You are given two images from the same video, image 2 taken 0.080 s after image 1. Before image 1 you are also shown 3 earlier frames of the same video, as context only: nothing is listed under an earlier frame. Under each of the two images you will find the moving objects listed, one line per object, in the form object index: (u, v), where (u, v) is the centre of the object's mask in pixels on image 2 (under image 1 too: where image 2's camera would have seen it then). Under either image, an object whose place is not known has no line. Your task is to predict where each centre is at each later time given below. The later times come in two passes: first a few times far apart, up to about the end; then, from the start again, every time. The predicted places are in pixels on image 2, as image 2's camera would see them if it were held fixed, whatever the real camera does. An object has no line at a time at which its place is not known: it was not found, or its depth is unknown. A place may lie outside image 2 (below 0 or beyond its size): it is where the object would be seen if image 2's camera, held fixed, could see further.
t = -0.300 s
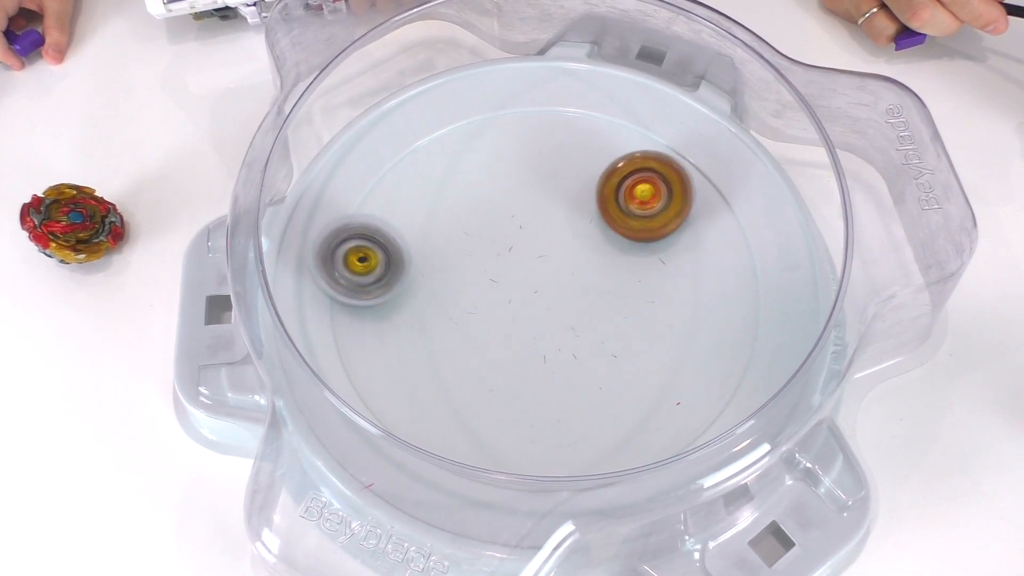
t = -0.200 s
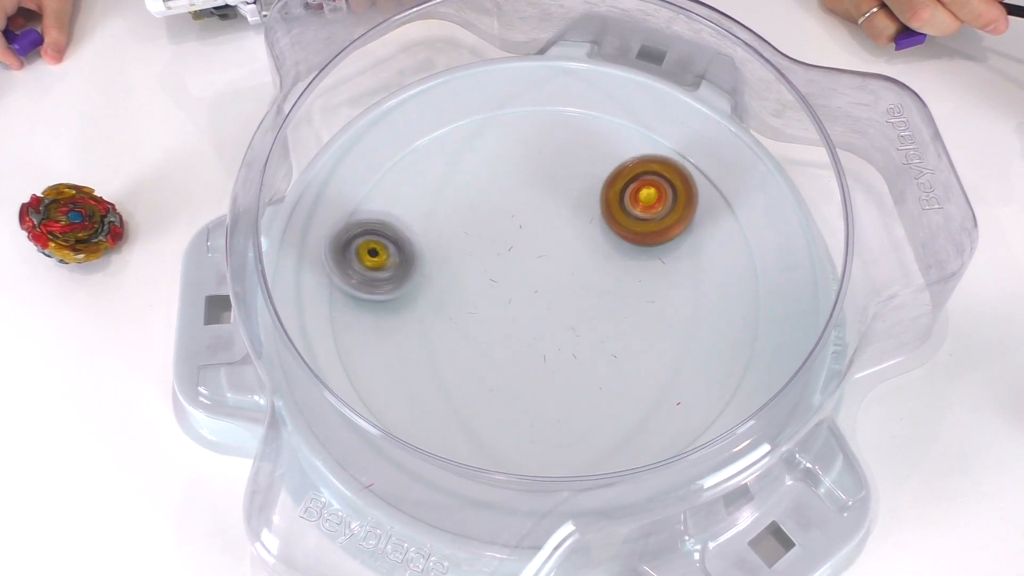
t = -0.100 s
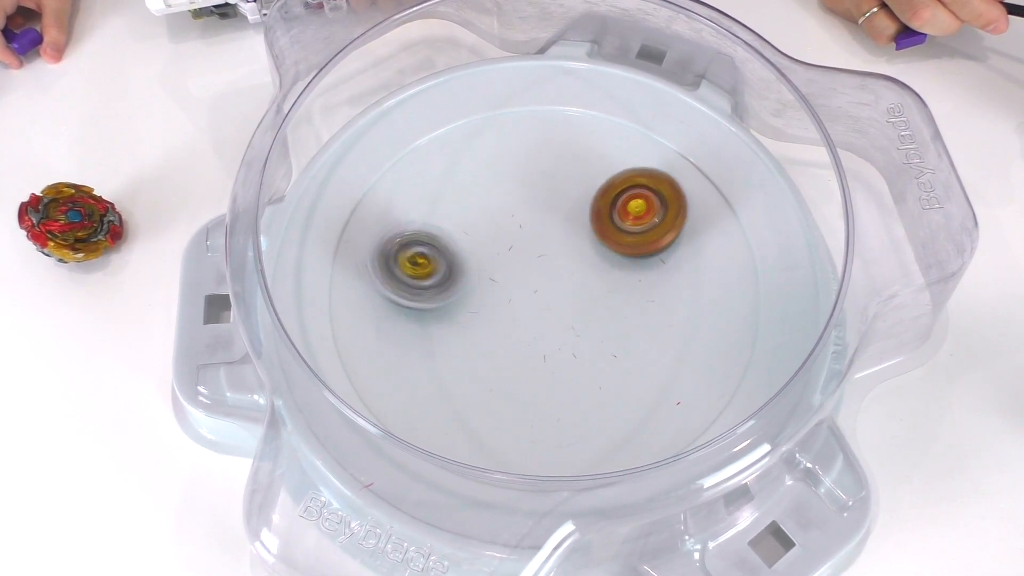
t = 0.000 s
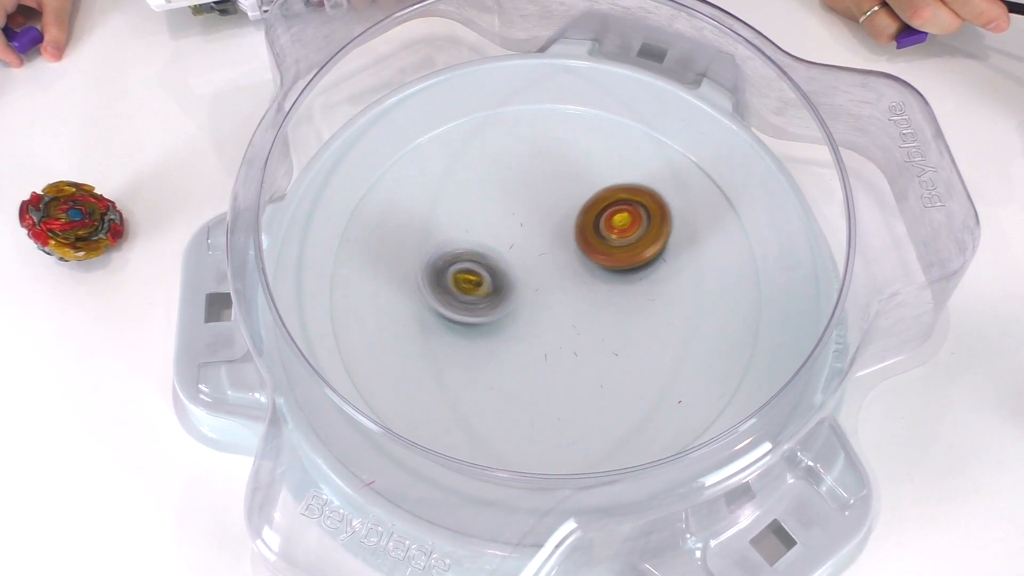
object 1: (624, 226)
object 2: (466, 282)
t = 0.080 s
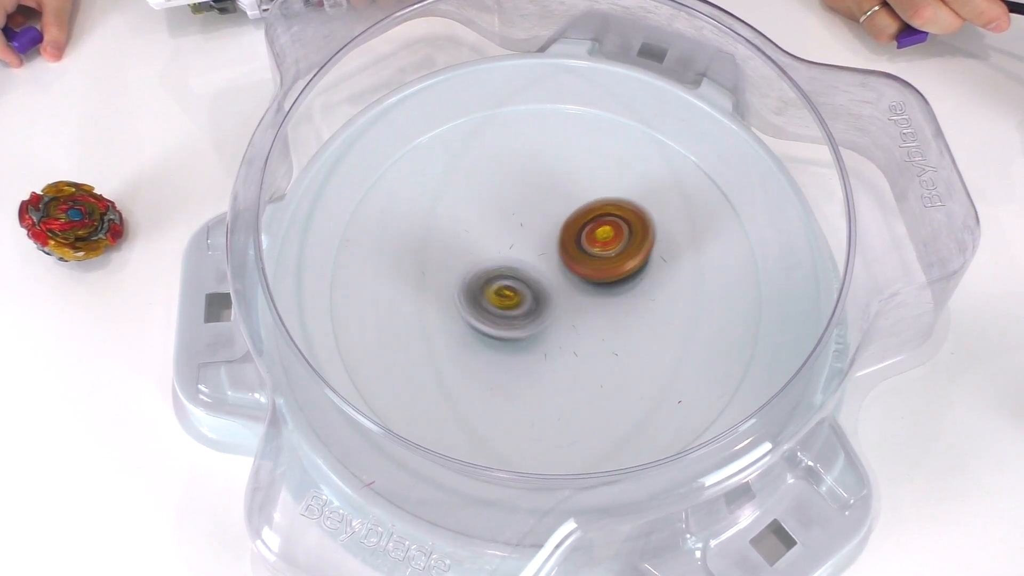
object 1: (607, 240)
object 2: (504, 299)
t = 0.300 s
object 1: (592, 207)
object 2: (552, 393)
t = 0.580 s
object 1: (524, 201)
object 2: (602, 417)
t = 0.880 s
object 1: (469, 241)
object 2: (606, 314)
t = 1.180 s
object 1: (469, 304)
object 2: (544, 228)
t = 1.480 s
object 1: (528, 341)
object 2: (448, 203)
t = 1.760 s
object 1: (592, 328)
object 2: (427, 248)
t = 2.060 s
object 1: (621, 275)
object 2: (508, 310)
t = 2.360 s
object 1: (617, 216)
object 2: (603, 326)
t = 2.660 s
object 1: (575, 195)
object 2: (610, 302)
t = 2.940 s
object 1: (515, 196)
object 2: (580, 300)
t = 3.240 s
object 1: (464, 213)
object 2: (530, 280)
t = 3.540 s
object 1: (447, 244)
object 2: (555, 292)
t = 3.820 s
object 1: (468, 277)
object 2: (592, 315)
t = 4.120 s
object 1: (460, 300)
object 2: (645, 296)
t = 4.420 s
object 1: (481, 309)
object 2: (638, 245)
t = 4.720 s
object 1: (518, 322)
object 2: (571, 243)
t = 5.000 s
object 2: (579, 203)
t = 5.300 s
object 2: (567, 241)
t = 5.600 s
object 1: (579, 319)
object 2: (538, 254)
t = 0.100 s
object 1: (603, 243)
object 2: (514, 302)
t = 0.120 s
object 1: (597, 246)
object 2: (523, 307)
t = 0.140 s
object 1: (600, 241)
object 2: (528, 321)
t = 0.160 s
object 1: (603, 233)
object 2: (529, 338)
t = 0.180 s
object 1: (608, 226)
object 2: (533, 349)
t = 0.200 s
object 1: (610, 220)
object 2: (538, 359)
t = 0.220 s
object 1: (609, 216)
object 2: (540, 366)
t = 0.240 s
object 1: (607, 215)
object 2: (542, 373)
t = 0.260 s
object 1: (601, 212)
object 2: (545, 379)
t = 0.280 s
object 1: (597, 209)
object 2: (548, 386)
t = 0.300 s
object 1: (592, 207)
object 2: (552, 393)
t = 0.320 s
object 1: (589, 205)
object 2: (555, 397)
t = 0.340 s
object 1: (583, 204)
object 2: (560, 404)
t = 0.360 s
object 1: (578, 202)
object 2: (564, 409)
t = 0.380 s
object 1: (573, 201)
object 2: (567, 414)
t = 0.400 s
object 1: (568, 200)
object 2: (573, 419)
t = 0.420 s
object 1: (564, 200)
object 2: (578, 421)
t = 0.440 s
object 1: (558, 199)
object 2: (582, 425)
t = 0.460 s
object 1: (554, 199)
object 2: (587, 426)
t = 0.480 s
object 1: (548, 198)
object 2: (588, 427)
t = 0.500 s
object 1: (544, 199)
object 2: (593, 426)
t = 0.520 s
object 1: (538, 199)
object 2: (594, 426)
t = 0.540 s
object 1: (534, 199)
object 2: (596, 425)
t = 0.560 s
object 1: (529, 200)
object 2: (600, 420)
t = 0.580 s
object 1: (524, 201)
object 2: (602, 417)
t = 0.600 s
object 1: (519, 202)
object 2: (604, 411)
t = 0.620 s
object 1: (514, 204)
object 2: (607, 405)
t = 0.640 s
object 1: (510, 206)
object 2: (609, 398)
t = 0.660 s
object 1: (505, 208)
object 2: (610, 392)
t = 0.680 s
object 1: (501, 210)
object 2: (612, 386)
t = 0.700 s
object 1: (497, 212)
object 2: (613, 377)
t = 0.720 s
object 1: (494, 215)
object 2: (613, 370)
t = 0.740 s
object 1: (489, 217)
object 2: (613, 364)
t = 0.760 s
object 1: (486, 220)
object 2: (613, 356)
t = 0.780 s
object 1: (482, 224)
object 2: (612, 350)
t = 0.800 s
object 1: (479, 226)
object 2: (612, 343)
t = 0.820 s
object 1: (476, 230)
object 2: (611, 334)
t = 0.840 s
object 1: (474, 234)
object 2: (610, 328)
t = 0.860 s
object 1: (471, 238)
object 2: (609, 321)
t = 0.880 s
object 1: (469, 241)
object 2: (606, 314)
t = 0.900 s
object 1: (467, 245)
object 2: (604, 307)
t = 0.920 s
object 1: (465, 249)
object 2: (603, 302)
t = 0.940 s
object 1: (464, 253)
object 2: (600, 295)
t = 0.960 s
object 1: (462, 258)
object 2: (597, 289)
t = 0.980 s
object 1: (462, 262)
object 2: (593, 280)
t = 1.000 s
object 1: (461, 266)
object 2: (588, 274)
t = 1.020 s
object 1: (461, 270)
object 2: (585, 270)
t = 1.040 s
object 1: (461, 275)
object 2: (582, 265)
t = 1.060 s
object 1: (461, 279)
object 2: (575, 258)
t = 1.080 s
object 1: (462, 284)
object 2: (570, 252)
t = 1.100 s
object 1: (462, 288)
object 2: (566, 247)
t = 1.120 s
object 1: (464, 292)
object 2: (560, 242)
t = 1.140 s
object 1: (465, 296)
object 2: (555, 239)
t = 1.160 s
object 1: (467, 299)
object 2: (549, 232)
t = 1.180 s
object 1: (469, 304)
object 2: (544, 228)
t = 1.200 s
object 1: (471, 307)
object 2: (538, 224)
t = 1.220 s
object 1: (474, 311)
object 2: (532, 221)
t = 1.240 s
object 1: (477, 314)
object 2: (525, 217)
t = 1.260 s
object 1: (481, 318)
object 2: (519, 214)
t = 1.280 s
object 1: (483, 321)
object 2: (512, 212)
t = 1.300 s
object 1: (488, 324)
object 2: (506, 210)
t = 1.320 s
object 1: (491, 327)
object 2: (500, 206)
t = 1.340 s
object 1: (495, 329)
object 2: (493, 205)
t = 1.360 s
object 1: (500, 332)
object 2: (486, 204)
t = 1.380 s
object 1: (504, 333)
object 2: (479, 202)
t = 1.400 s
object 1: (509, 336)
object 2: (472, 203)
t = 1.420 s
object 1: (512, 337)
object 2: (467, 202)
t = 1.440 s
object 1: (518, 339)
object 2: (461, 201)
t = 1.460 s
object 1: (522, 340)
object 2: (453, 203)
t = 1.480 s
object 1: (528, 341)
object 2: (448, 203)
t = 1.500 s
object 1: (532, 342)
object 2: (442, 202)
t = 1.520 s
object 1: (537, 342)
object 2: (436, 204)
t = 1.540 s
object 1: (543, 342)
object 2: (431, 207)
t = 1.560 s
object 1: (547, 342)
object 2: (426, 208)
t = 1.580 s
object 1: (553, 342)
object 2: (423, 210)
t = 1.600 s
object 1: (557, 341)
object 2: (421, 212)
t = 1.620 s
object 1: (562, 341)
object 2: (420, 218)
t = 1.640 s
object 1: (566, 340)
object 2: (419, 218)
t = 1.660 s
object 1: (572, 338)
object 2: (419, 224)
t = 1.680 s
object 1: (576, 337)
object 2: (420, 228)
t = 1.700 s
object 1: (580, 335)
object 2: (420, 230)
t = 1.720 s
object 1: (585, 333)
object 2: (421, 236)
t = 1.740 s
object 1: (588, 330)
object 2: (422, 242)
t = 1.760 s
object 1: (592, 328)
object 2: (427, 248)
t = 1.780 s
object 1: (595, 326)
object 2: (431, 253)
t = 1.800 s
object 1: (600, 323)
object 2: (433, 258)
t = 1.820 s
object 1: (602, 320)
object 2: (438, 264)
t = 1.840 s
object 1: (605, 316)
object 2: (444, 268)
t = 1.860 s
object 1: (608, 313)
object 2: (447, 272)
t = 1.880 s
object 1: (610, 309)
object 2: (453, 278)
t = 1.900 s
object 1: (613, 306)
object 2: (458, 282)
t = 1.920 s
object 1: (615, 303)
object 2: (463, 287)
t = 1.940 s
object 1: (617, 299)
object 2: (469, 292)
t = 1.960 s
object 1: (618, 295)
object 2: (475, 295)
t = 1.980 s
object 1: (619, 291)
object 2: (479, 298)
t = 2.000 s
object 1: (620, 287)
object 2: (488, 302)
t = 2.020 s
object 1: (621, 283)
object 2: (494, 305)
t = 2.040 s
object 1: (622, 279)
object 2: (501, 307)
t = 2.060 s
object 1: (621, 275)
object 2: (508, 310)
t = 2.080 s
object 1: (621, 271)
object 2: (514, 312)
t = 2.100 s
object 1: (620, 268)
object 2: (520, 313)
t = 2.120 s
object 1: (619, 263)
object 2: (529, 315)
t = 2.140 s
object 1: (619, 260)
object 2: (536, 315)
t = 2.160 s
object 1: (618, 256)
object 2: (543, 316)
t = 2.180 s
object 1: (620, 252)
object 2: (548, 318)
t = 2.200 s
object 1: (620, 248)
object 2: (553, 318)
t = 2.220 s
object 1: (620, 244)
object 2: (559, 319)
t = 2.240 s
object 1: (619, 240)
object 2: (567, 319)
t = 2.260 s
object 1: (620, 235)
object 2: (574, 321)
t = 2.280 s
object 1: (621, 232)
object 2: (580, 323)
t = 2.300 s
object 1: (620, 228)
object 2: (586, 325)
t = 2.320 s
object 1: (619, 224)
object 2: (591, 325)
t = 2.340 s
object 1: (618, 220)
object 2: (598, 325)
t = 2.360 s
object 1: (617, 216)
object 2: (603, 326)
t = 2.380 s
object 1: (617, 213)
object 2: (607, 327)
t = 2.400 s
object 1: (615, 210)
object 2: (612, 327)
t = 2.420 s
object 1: (614, 206)
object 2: (614, 328)
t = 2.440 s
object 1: (611, 204)
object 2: (616, 329)
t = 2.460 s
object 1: (610, 200)
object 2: (617, 327)
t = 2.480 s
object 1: (608, 199)
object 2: (618, 326)
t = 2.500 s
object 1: (604, 196)
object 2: (620, 325)
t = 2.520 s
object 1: (602, 195)
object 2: (620, 323)
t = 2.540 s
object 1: (598, 194)
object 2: (619, 322)
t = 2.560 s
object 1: (594, 192)
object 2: (619, 320)
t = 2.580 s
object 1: (591, 193)
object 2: (617, 317)
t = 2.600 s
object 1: (587, 192)
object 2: (615, 315)
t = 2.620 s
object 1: (583, 192)
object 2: (613, 310)
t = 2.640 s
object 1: (579, 194)
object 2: (612, 307)
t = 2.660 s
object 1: (575, 195)
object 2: (610, 302)
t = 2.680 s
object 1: (571, 197)
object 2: (607, 300)
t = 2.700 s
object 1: (567, 198)
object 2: (607, 298)
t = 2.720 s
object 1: (564, 199)
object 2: (604, 293)
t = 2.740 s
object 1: (560, 201)
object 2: (601, 289)
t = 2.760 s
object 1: (556, 203)
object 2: (597, 285)
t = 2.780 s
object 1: (552, 204)
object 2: (596, 284)
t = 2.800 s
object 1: (547, 199)
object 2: (599, 287)
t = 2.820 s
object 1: (543, 198)
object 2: (596, 289)
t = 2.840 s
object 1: (538, 197)
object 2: (595, 291)
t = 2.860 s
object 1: (534, 196)
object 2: (591, 294)
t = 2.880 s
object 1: (529, 197)
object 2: (590, 297)
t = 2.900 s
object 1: (524, 196)
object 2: (587, 297)
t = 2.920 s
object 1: (520, 195)
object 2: (583, 299)
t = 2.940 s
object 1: (515, 196)
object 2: (580, 300)
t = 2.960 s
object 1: (511, 196)
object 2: (574, 301)
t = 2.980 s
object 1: (507, 197)
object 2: (568, 301)
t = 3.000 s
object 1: (502, 197)
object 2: (563, 301)
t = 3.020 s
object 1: (498, 198)
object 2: (559, 300)
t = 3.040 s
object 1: (494, 199)
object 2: (554, 298)
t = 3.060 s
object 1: (490, 200)
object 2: (549, 297)
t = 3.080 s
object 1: (486, 201)
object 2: (547, 295)
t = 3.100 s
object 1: (482, 202)
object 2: (544, 292)
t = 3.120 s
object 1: (479, 204)
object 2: (540, 290)
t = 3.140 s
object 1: (476, 207)
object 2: (538, 288)
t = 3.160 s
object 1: (473, 209)
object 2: (535, 284)
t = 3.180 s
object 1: (470, 210)
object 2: (532, 282)
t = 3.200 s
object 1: (467, 211)
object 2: (532, 280)
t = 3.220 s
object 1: (465, 212)
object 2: (530, 279)
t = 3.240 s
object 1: (464, 213)
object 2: (530, 280)
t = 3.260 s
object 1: (461, 215)
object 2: (531, 281)
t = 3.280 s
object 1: (458, 216)
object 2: (532, 281)
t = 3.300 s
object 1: (455, 218)
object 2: (532, 281)
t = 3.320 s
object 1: (451, 219)
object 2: (533, 282)
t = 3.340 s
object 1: (451, 220)
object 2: (535, 283)
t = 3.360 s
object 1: (449, 224)
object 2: (537, 284)
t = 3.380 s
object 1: (448, 226)
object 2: (538, 285)
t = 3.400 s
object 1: (448, 228)
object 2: (538, 284)
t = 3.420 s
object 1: (448, 232)
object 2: (538, 285)
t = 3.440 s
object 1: (448, 235)
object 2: (539, 286)
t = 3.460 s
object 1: (449, 238)
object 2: (540, 287)
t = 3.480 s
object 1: (450, 241)
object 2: (540, 286)
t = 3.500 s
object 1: (451, 243)
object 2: (541, 288)
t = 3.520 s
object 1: (449, 244)
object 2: (549, 289)
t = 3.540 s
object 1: (447, 244)
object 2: (555, 292)
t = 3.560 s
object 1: (447, 246)
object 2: (558, 294)
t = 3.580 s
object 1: (445, 249)
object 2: (562, 297)
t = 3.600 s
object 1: (445, 250)
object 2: (568, 299)
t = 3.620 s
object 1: (446, 252)
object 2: (573, 301)
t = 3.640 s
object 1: (447, 255)
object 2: (576, 304)
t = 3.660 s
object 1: (447, 257)
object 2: (580, 306)
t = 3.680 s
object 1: (450, 259)
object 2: (582, 307)
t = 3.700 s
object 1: (452, 262)
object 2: (584, 310)
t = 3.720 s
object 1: (454, 265)
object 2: (588, 312)
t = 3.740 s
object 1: (457, 268)
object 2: (590, 312)
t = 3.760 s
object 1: (459, 270)
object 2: (590, 314)
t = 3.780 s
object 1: (462, 272)
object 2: (592, 315)
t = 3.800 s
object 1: (465, 275)
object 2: (593, 314)
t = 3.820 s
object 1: (468, 277)
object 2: (592, 315)
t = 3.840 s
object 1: (471, 279)
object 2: (593, 317)
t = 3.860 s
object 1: (475, 283)
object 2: (594, 314)
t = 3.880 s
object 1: (477, 285)
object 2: (592, 314)
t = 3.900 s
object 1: (481, 287)
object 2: (591, 312)
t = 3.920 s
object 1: (485, 291)
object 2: (591, 311)
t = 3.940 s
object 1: (487, 293)
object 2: (591, 309)
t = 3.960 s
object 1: (485, 293)
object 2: (595, 308)
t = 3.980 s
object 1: (476, 292)
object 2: (610, 306)
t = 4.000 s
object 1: (470, 292)
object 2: (619, 304)
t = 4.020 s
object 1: (467, 291)
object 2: (625, 303)
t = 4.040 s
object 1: (467, 291)
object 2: (629, 302)
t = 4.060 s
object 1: (467, 294)
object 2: (632, 301)
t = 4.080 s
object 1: (466, 296)
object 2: (636, 300)
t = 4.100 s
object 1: (462, 300)
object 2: (640, 299)
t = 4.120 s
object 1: (460, 300)
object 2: (645, 296)
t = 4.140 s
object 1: (460, 300)
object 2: (649, 293)
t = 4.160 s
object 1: (461, 301)
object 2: (653, 289)
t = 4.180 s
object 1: (461, 303)
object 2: (656, 284)
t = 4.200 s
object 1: (460, 305)
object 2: (657, 280)
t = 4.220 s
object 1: (460, 306)
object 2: (658, 277)
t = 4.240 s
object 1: (461, 307)
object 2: (658, 274)
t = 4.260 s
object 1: (463, 307)
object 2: (659, 271)
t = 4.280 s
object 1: (464, 309)
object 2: (658, 265)
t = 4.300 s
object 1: (463, 309)
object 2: (656, 261)
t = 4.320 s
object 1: (467, 308)
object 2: (654, 259)
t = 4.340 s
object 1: (471, 310)
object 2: (652, 256)
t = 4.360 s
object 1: (472, 310)
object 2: (648, 252)
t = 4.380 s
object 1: (475, 310)
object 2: (645, 250)
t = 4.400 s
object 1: (478, 310)
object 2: (641, 247)
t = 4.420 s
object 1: (481, 309)
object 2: (638, 245)
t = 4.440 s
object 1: (486, 309)
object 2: (632, 242)
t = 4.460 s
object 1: (491, 310)
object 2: (627, 242)
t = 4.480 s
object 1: (493, 311)
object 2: (622, 242)
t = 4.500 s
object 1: (496, 310)
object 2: (619, 242)
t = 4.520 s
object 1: (499, 310)
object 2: (614, 242)
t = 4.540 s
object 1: (503, 310)
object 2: (609, 242)
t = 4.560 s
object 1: (507, 309)
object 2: (604, 242)
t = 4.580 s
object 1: (513, 310)
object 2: (598, 243)
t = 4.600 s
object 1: (517, 311)
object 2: (592, 244)
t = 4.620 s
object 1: (519, 311)
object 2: (588, 246)
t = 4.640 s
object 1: (522, 312)
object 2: (585, 246)
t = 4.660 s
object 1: (522, 315)
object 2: (582, 246)
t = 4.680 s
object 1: (519, 319)
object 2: (579, 245)
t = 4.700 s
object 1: (519, 320)
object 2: (576, 244)
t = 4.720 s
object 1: (518, 322)
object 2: (571, 243)
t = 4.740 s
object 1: (513, 333)
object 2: (568, 233)
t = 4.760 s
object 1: (506, 344)
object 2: (569, 226)
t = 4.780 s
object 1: (503, 353)
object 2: (569, 223)
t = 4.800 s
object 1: (499, 362)
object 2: (570, 220)
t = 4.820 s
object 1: (499, 369)
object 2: (573, 219)
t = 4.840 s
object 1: (500, 377)
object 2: (575, 217)
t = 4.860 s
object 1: (502, 381)
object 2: (577, 213)
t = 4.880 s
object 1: (505, 386)
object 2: (577, 209)
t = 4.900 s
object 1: (507, 389)
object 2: (578, 207)
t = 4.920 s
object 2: (578, 206)
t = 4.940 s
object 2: (580, 204)
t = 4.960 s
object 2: (580, 202)
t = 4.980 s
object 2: (579, 202)
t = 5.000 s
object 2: (579, 203)
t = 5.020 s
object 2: (579, 203)
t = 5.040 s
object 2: (579, 202)
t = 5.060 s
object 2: (577, 204)
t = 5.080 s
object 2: (577, 207)
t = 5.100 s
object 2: (578, 208)
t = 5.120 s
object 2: (578, 209)
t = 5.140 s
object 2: (576, 210)
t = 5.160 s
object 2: (573, 213)
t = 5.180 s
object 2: (571, 219)
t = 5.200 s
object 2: (570, 224)
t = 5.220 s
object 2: (571, 227)
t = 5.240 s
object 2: (571, 229)
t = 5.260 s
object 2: (570, 231)
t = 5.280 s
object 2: (567, 236)
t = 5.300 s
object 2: (567, 241)
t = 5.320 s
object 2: (566, 246)
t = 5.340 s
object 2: (566, 251)
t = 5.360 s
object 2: (566, 256)
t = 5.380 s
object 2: (567, 260)
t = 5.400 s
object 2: (565, 259)
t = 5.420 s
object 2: (558, 251)
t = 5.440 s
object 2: (550, 245)
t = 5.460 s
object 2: (544, 243)
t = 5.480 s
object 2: (540, 243)
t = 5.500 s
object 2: (538, 246)
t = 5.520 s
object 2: (535, 251)
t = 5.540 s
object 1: (579, 334)
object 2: (535, 254)
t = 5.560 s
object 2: (535, 254)
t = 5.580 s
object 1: (579, 323)
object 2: (536, 254)
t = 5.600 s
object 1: (579, 319)
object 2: (538, 254)
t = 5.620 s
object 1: (579, 317)
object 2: (536, 253)
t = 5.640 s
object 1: (580, 313)
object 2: (535, 252)
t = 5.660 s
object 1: (580, 311)
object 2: (530, 253)
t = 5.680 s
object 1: (581, 309)
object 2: (527, 255)
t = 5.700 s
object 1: (581, 307)
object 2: (524, 258)
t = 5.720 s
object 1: (581, 305)
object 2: (520, 262)
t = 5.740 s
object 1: (581, 303)
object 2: (517, 263)
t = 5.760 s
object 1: (581, 302)
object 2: (516, 267)
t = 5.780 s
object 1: (582, 301)
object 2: (513, 272)
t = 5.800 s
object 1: (583, 299)
